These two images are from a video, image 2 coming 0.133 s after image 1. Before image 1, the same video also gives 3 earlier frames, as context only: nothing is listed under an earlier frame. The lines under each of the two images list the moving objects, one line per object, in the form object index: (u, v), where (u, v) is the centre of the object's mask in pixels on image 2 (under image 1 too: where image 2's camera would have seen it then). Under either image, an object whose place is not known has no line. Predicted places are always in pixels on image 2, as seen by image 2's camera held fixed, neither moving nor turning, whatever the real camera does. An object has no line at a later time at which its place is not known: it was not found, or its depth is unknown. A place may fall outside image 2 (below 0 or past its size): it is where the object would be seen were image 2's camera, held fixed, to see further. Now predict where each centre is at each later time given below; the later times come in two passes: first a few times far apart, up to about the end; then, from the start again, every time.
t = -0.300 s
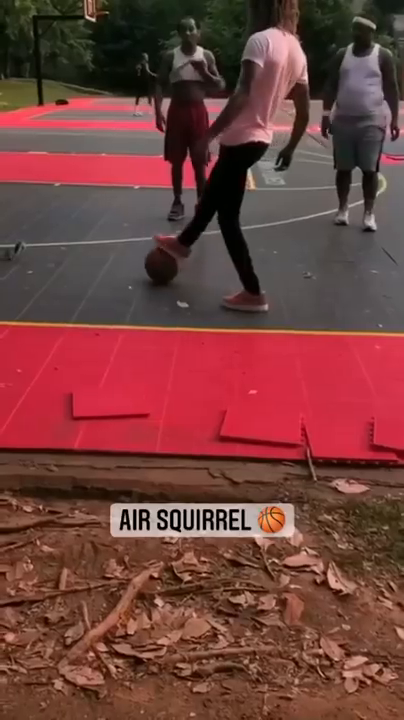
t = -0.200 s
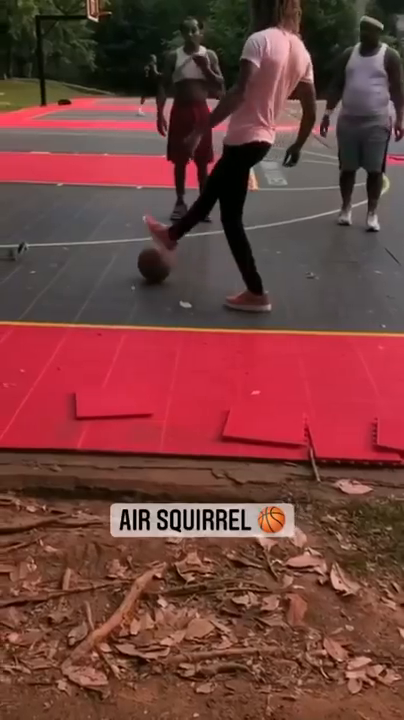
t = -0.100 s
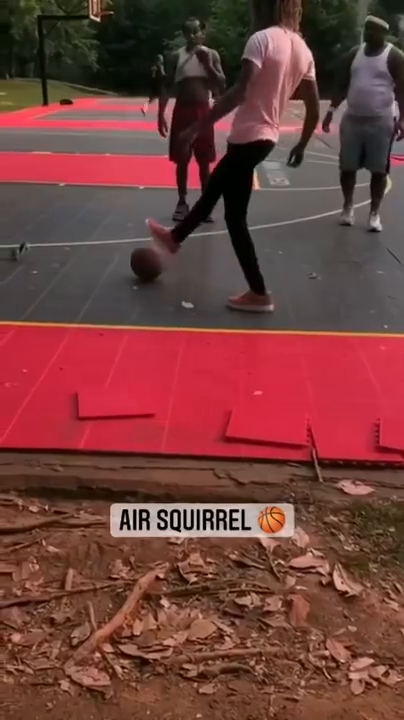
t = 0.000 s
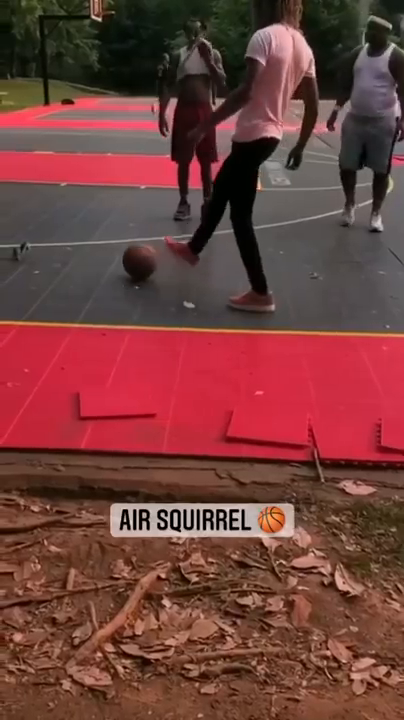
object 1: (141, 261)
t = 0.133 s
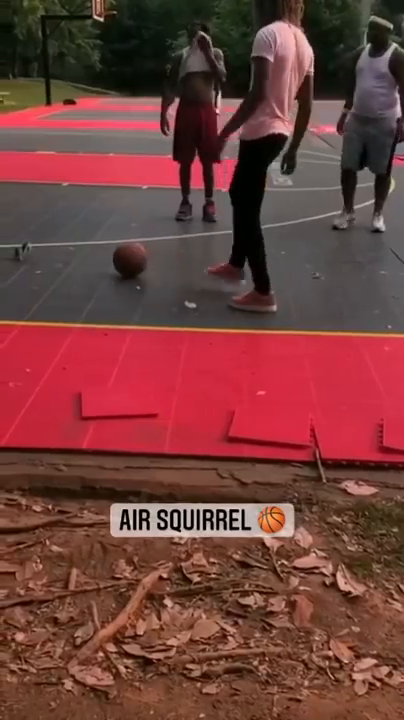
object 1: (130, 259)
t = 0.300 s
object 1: (115, 257)
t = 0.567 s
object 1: (97, 254)
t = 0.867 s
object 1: (79, 250)
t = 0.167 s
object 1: (127, 258)
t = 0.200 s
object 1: (124, 258)
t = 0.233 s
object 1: (121, 258)
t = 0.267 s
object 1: (118, 257)
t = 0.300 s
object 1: (115, 257)
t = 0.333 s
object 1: (113, 257)
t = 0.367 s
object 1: (110, 257)
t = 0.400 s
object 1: (108, 256)
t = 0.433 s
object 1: (105, 256)
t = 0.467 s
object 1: (103, 255)
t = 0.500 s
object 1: (101, 255)
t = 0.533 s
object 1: (99, 255)
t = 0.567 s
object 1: (97, 254)
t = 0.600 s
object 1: (94, 254)
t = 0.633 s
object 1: (92, 254)
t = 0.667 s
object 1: (91, 253)
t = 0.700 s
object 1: (88, 253)
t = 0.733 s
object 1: (86, 252)
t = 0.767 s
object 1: (85, 252)
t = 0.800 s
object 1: (83, 251)
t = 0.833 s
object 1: (81, 250)
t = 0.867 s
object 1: (79, 250)
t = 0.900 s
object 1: (78, 250)
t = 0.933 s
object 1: (76, 250)
